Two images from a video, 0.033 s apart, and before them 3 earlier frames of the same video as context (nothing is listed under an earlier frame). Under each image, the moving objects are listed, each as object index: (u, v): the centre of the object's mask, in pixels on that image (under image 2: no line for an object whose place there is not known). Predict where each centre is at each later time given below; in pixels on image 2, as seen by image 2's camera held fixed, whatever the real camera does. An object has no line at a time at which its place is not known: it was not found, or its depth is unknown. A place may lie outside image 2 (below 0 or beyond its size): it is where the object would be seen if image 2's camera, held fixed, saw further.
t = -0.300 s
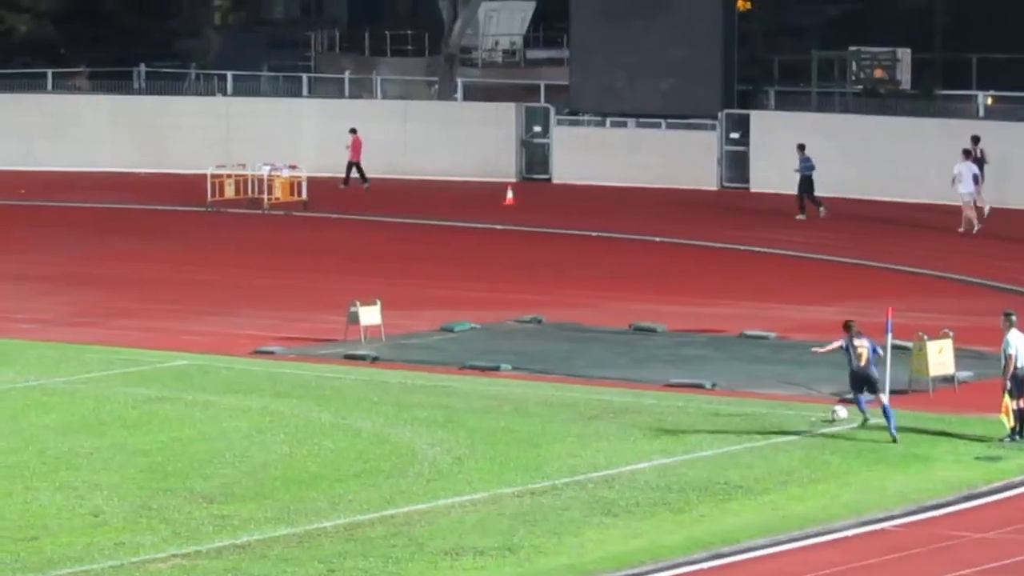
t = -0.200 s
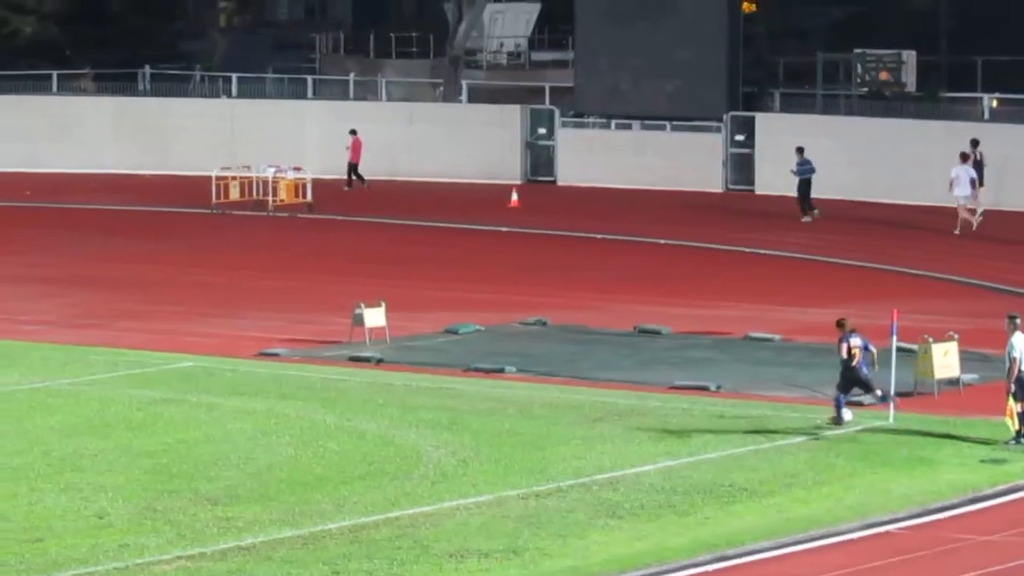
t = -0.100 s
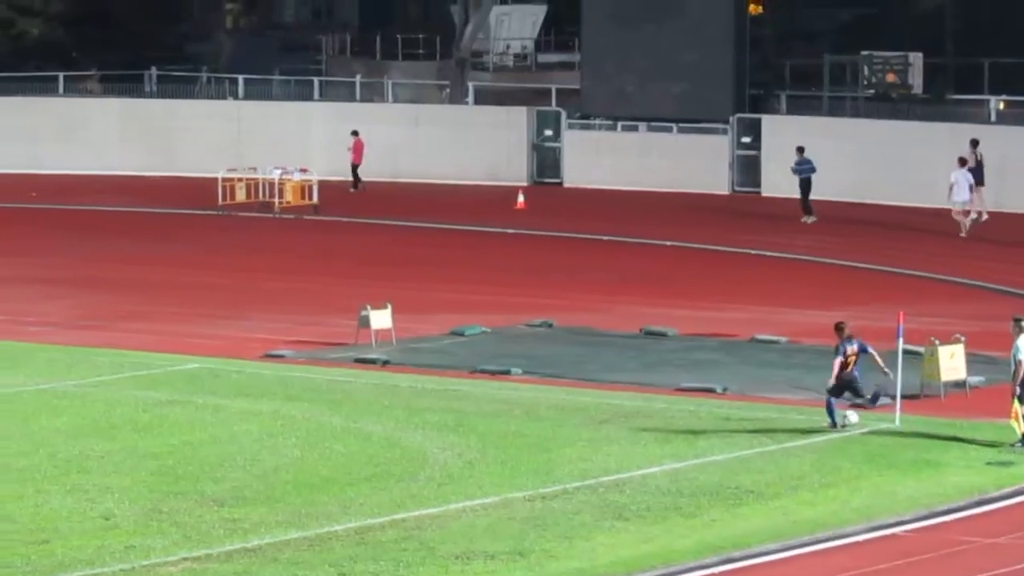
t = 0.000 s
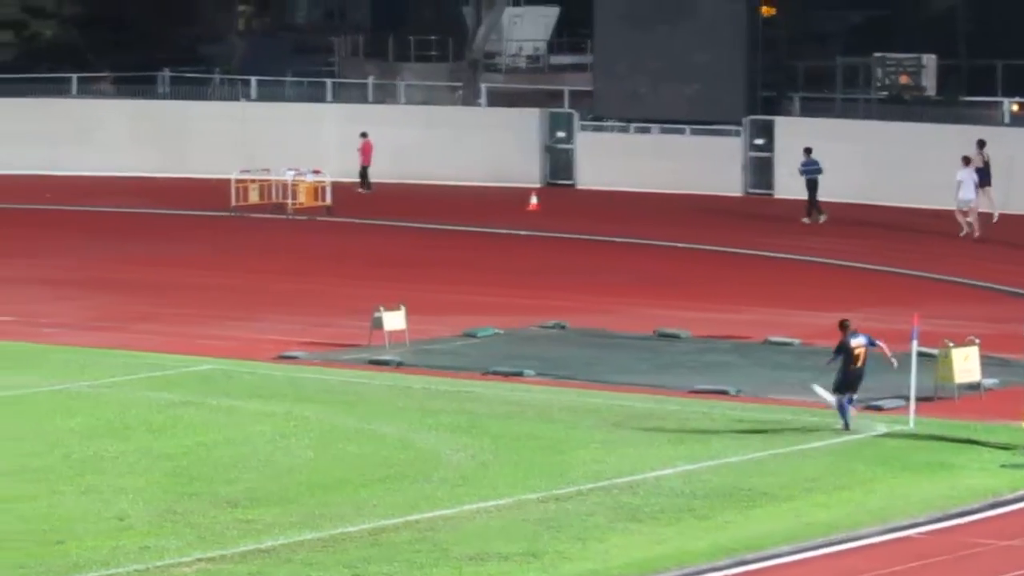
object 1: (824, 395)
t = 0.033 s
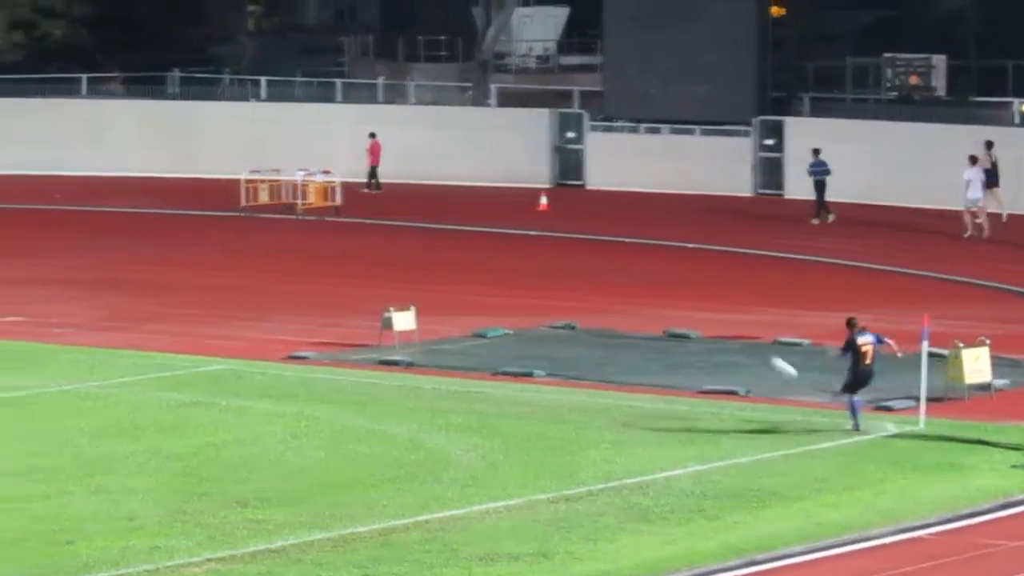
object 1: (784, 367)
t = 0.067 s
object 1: (735, 340)
